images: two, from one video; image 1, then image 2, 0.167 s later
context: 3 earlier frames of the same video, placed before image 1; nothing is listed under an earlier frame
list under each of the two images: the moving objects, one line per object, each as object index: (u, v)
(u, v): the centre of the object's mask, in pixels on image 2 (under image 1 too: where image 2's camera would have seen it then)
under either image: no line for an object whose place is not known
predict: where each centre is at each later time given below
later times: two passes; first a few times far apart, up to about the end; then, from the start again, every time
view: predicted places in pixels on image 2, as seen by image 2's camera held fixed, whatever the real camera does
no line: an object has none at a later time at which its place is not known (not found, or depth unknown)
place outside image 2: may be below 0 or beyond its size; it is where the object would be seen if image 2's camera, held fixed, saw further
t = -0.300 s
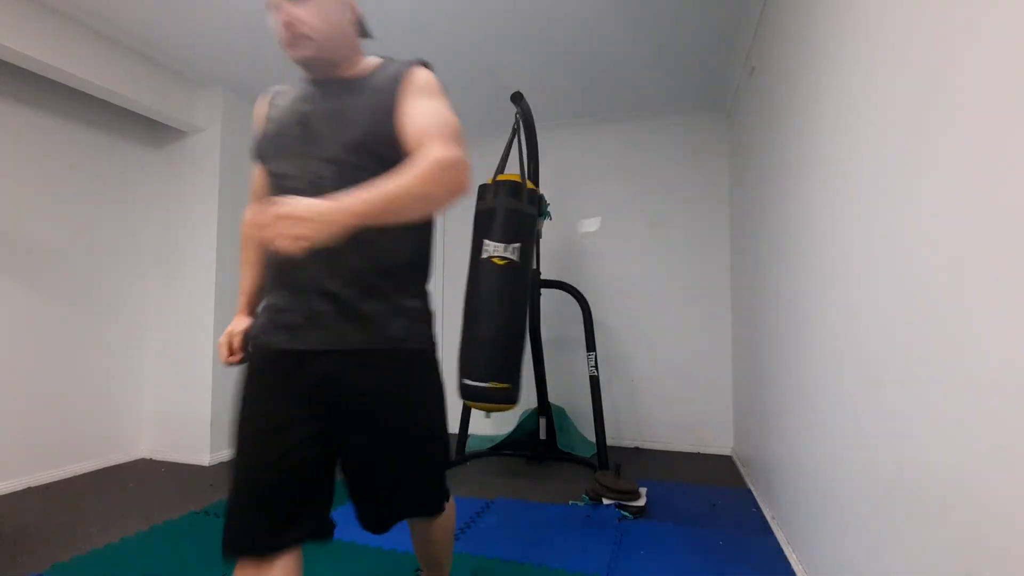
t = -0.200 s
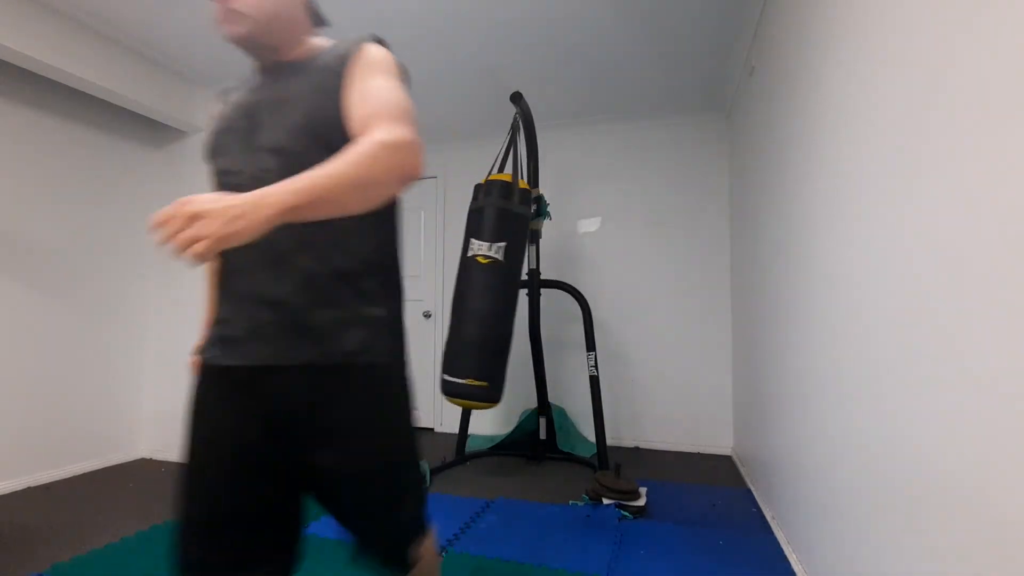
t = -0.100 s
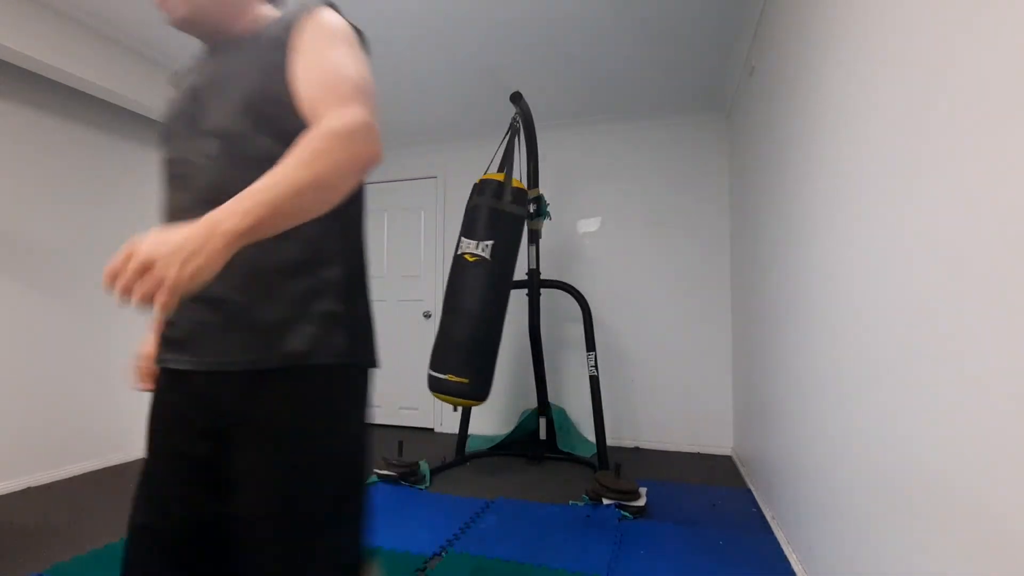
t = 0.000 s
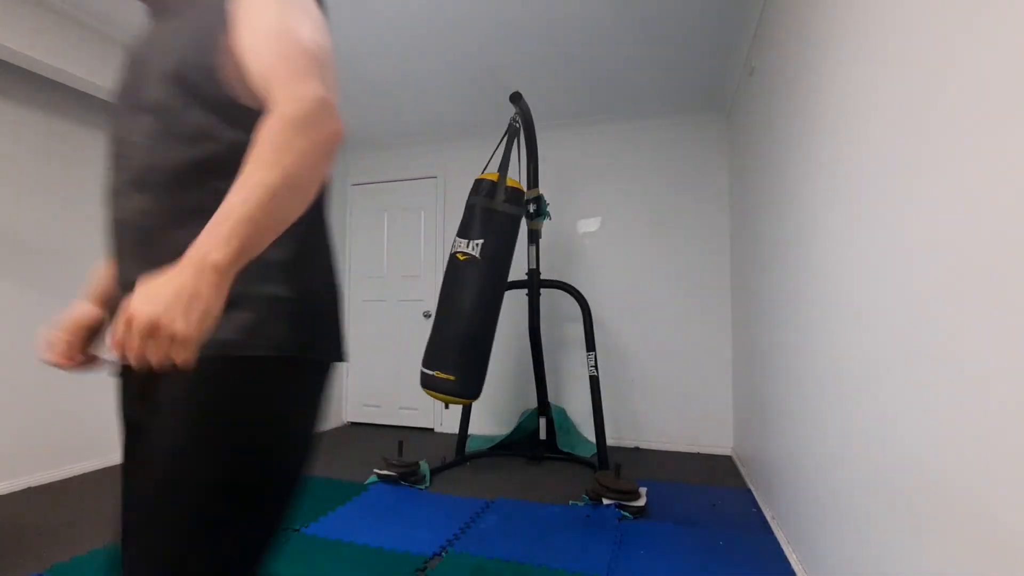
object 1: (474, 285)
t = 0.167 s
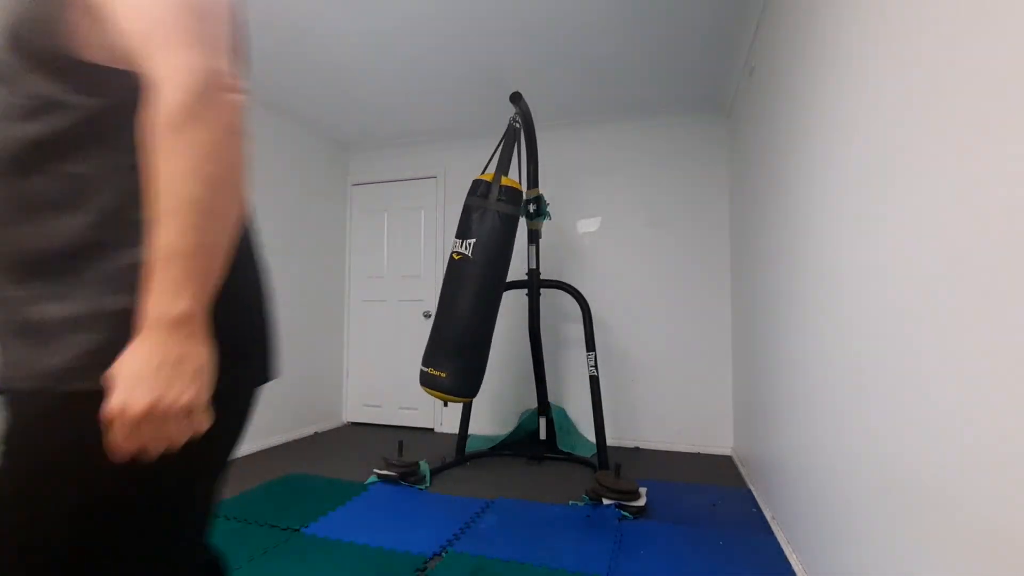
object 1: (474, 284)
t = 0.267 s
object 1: (479, 283)
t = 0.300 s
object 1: (481, 280)
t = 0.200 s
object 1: (475, 282)
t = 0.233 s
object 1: (477, 282)
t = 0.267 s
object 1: (479, 283)
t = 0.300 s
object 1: (481, 280)
